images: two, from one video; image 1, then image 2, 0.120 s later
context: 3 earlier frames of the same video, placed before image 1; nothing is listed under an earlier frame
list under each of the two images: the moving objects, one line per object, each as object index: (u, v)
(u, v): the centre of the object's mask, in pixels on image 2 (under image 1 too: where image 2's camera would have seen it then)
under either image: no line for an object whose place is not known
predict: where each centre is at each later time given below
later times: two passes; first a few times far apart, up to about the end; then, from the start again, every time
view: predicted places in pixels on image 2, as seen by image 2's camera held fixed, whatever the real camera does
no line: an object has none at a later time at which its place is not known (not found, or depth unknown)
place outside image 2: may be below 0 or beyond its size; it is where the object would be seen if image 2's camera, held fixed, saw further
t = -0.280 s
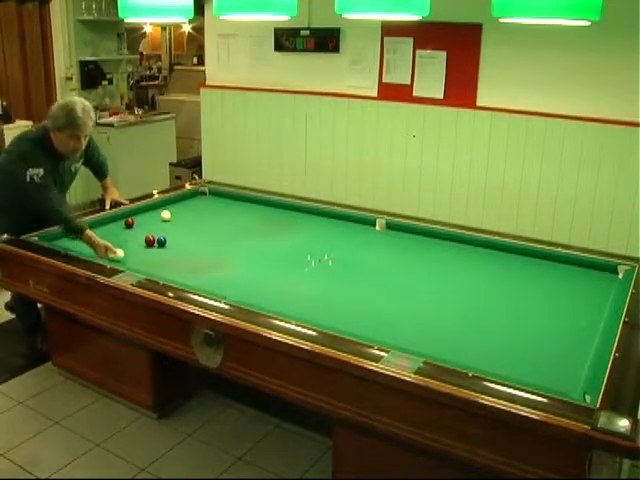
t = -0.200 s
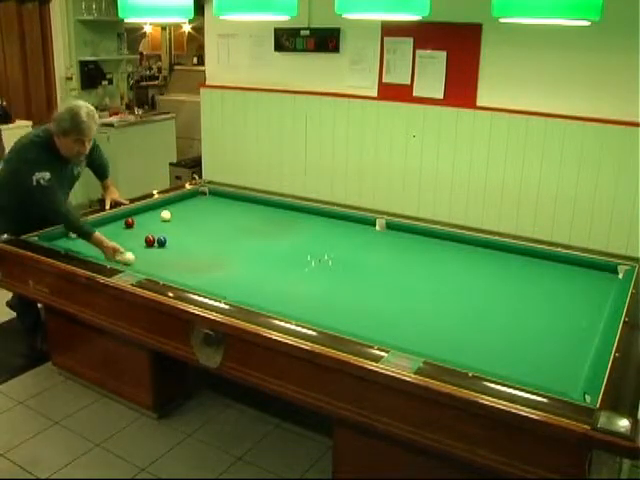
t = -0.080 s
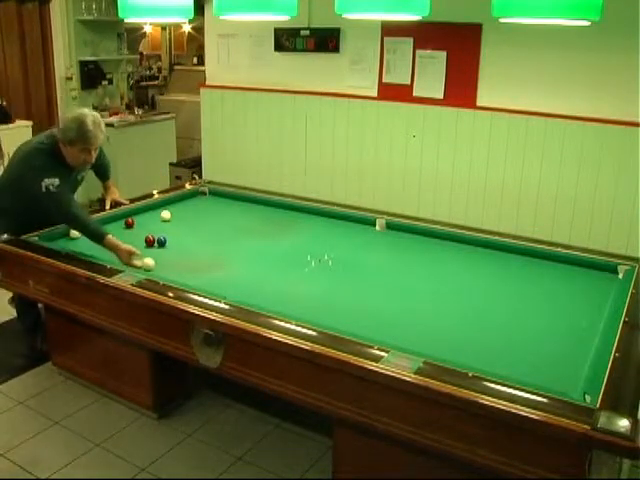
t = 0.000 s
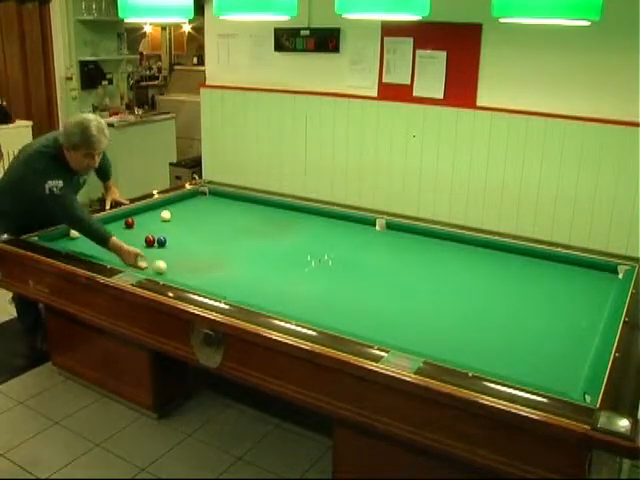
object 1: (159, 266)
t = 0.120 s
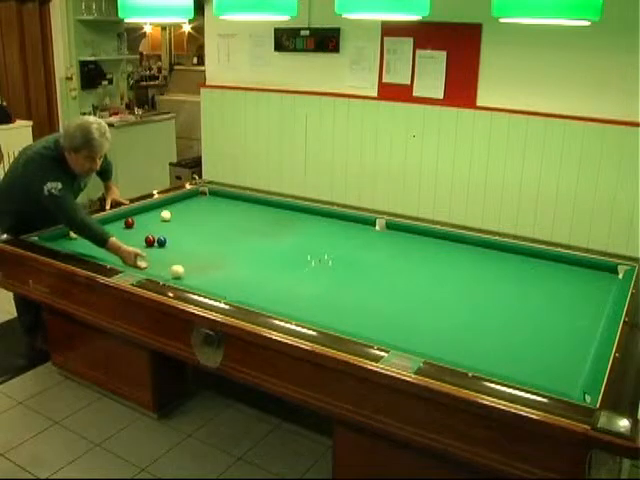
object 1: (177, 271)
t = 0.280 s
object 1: (202, 277)
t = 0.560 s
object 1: (248, 289)
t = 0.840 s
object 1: (299, 301)
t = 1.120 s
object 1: (352, 313)
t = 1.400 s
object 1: (408, 326)
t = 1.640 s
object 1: (460, 339)
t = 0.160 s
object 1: (183, 273)
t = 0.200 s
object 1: (190, 274)
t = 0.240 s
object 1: (196, 276)
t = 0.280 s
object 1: (202, 277)
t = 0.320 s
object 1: (208, 279)
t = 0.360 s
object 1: (215, 280)
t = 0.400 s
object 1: (222, 282)
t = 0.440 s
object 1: (229, 284)
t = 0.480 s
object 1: (236, 286)
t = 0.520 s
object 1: (242, 287)
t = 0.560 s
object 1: (248, 289)
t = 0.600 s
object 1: (256, 291)
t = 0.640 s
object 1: (263, 293)
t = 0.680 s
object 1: (270, 294)
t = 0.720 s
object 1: (277, 295)
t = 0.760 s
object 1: (284, 297)
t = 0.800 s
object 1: (291, 299)
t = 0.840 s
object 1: (299, 301)
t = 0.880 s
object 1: (306, 302)
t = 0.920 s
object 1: (313, 305)
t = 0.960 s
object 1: (320, 306)
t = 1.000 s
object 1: (328, 308)
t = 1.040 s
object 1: (337, 309)
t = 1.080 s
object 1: (344, 311)
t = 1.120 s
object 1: (352, 313)
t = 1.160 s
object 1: (360, 315)
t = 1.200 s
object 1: (368, 317)
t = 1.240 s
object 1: (376, 319)
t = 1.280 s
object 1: (384, 321)
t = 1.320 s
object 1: (392, 323)
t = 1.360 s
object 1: (400, 324)
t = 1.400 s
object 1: (408, 326)
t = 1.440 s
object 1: (416, 328)
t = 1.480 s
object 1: (425, 330)
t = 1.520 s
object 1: (433, 332)
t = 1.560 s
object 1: (441, 334)
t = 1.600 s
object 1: (450, 336)
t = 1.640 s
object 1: (460, 339)
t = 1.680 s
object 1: (468, 340)
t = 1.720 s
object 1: (477, 342)
